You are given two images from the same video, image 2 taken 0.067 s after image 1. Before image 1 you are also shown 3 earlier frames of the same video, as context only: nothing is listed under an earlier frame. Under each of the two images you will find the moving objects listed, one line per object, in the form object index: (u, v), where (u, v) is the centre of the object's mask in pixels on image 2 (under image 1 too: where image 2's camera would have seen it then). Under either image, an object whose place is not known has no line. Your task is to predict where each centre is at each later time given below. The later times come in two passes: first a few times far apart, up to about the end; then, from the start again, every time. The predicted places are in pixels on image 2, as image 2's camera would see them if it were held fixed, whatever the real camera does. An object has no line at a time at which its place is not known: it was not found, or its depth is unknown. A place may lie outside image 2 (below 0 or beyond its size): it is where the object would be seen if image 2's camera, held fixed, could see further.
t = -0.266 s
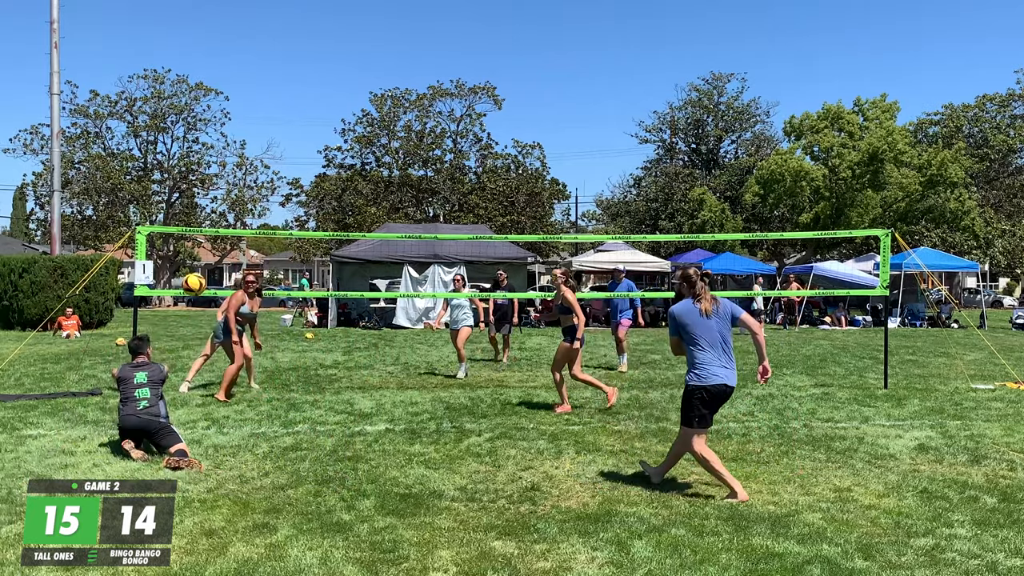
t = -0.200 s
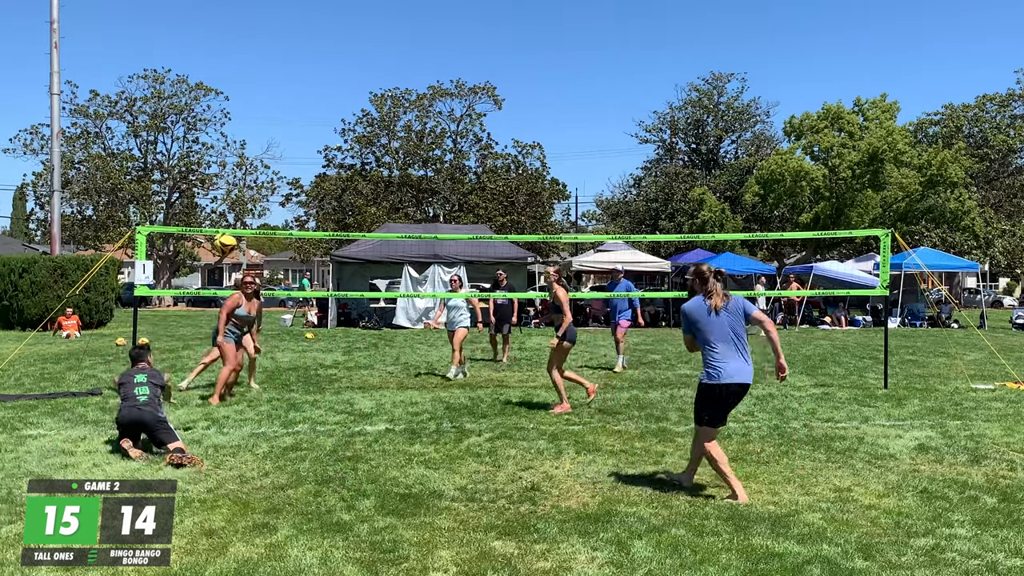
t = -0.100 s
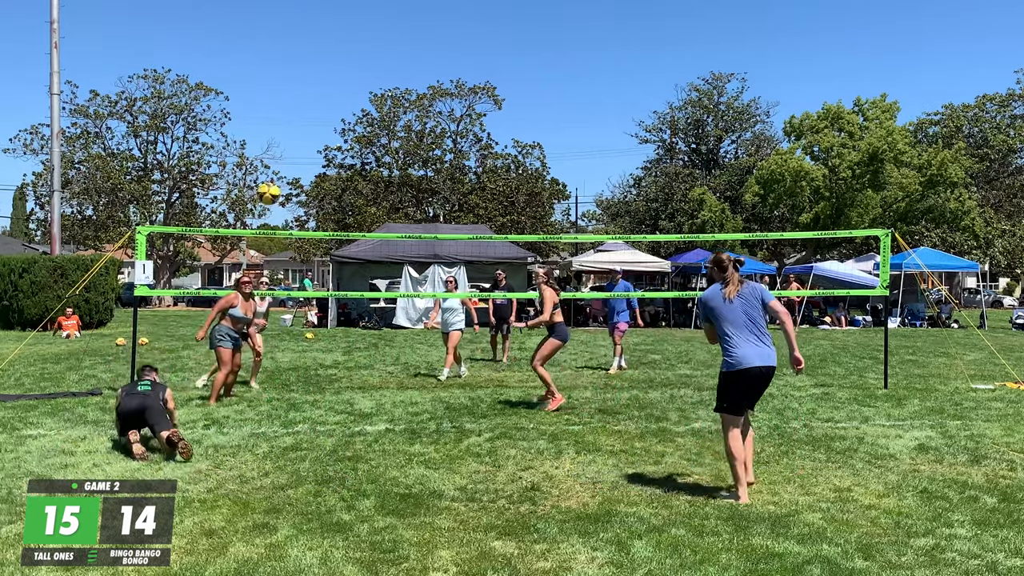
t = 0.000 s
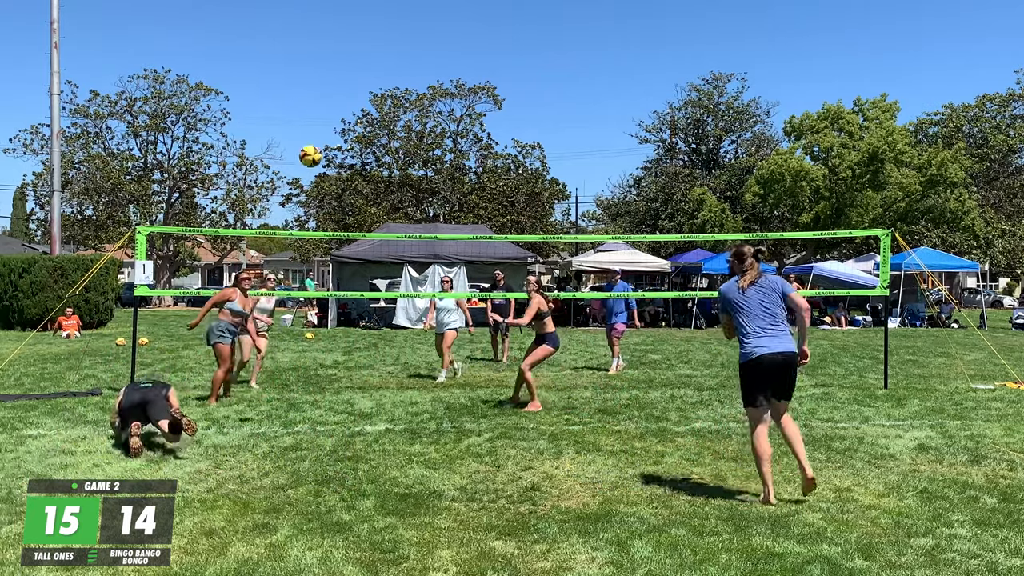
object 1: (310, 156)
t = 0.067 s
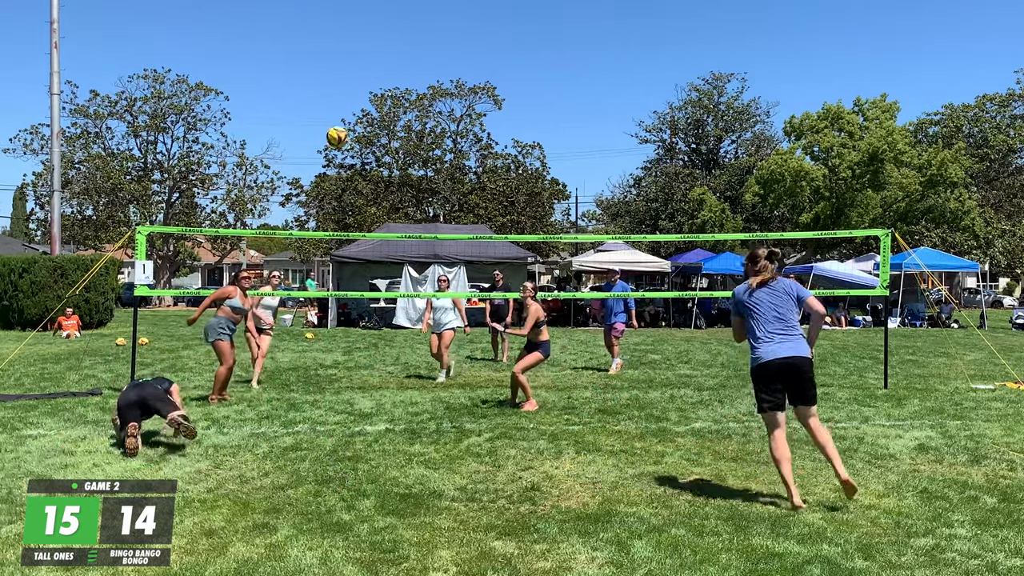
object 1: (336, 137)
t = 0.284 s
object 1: (419, 109)
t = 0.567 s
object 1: (517, 138)
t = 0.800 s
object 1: (588, 212)
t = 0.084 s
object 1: (343, 133)
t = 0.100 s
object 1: (350, 130)
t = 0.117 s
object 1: (357, 125)
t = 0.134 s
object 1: (363, 124)
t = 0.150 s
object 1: (370, 120)
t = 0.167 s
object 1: (376, 117)
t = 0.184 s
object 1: (383, 116)
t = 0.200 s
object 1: (389, 114)
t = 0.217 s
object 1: (394, 112)
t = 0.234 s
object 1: (401, 111)
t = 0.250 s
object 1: (408, 110)
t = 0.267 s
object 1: (413, 109)
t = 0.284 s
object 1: (419, 109)
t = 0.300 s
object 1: (426, 107)
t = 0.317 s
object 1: (431, 108)
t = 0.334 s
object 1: (438, 108)
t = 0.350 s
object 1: (443, 108)
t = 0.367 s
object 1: (449, 110)
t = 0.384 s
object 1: (455, 111)
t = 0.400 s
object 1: (461, 112)
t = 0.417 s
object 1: (467, 113)
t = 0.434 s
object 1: (472, 115)
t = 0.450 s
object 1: (478, 117)
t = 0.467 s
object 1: (483, 119)
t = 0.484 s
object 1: (489, 122)
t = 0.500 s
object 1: (495, 124)
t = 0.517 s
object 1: (500, 127)
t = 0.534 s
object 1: (506, 131)
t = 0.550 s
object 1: (511, 134)
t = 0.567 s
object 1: (517, 138)
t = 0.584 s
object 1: (522, 141)
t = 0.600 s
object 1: (527, 146)
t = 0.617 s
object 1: (533, 150)
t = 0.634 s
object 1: (538, 154)
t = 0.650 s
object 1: (543, 159)
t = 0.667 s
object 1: (548, 165)
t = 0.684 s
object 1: (553, 169)
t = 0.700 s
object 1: (558, 176)
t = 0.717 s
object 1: (564, 180)
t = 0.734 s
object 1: (568, 187)
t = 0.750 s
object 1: (573, 193)
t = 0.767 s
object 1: (578, 199)
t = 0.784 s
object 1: (582, 205)
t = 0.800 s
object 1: (588, 212)
